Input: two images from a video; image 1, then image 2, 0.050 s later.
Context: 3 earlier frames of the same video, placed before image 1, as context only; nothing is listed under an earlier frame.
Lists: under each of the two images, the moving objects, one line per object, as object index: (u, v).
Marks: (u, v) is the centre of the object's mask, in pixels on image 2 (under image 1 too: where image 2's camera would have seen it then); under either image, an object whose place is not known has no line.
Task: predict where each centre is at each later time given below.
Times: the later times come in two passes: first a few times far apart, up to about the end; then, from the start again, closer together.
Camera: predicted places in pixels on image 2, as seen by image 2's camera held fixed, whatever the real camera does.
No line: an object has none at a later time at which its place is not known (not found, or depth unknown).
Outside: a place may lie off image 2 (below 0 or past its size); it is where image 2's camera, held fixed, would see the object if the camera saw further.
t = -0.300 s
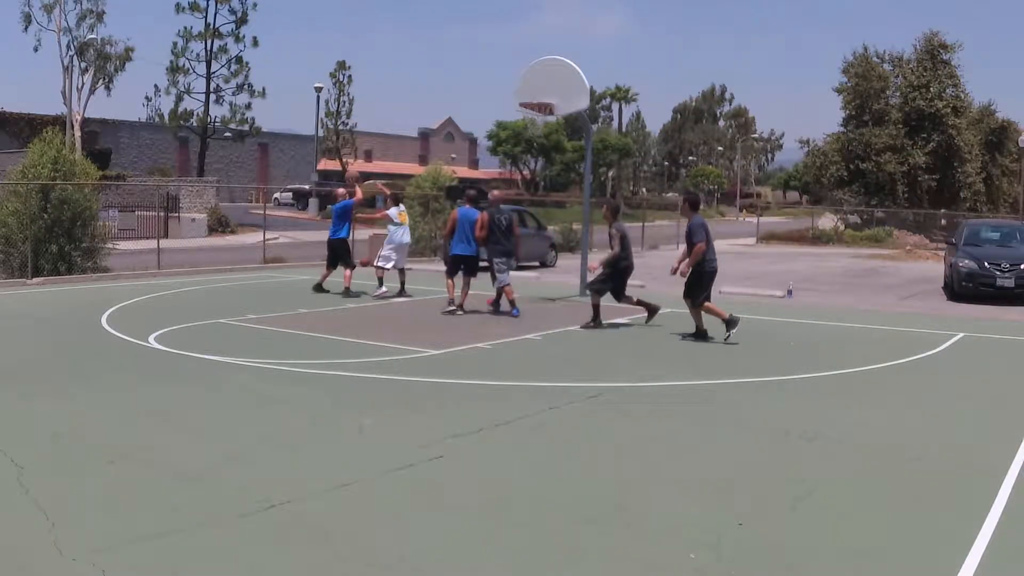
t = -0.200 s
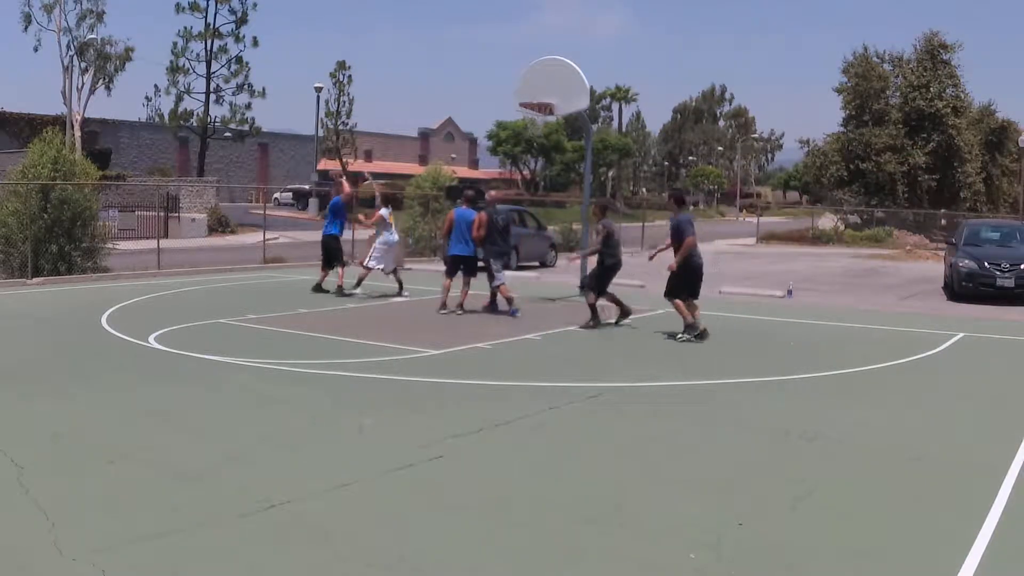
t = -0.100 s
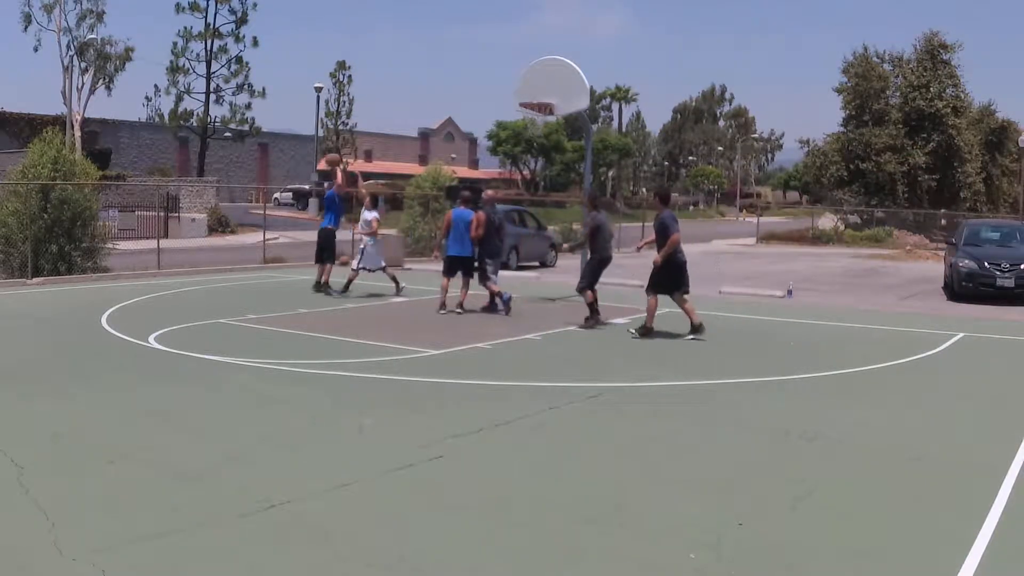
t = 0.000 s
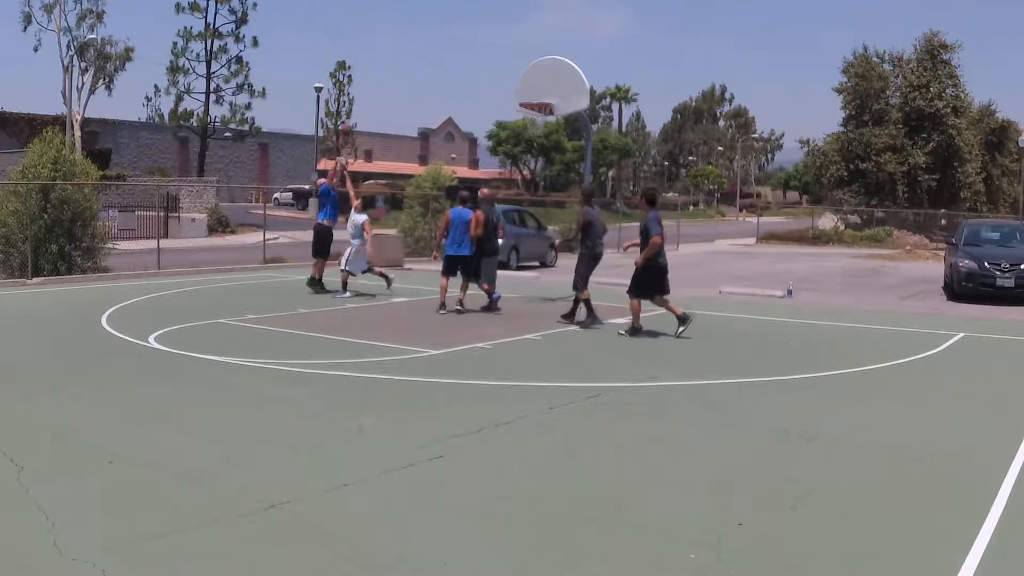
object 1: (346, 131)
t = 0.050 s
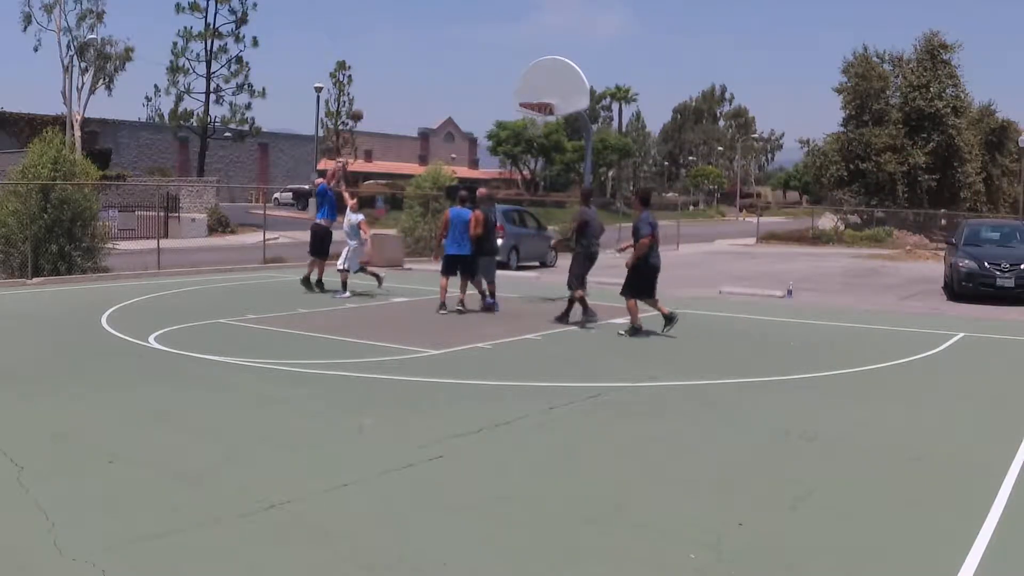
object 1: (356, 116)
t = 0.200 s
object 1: (383, 80)
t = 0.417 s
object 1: (423, 52)
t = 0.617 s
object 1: (460, 51)
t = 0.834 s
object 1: (500, 80)
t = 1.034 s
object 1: (490, 79)
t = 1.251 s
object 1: (441, 66)
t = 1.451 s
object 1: (394, 82)
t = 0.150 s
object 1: (374, 90)
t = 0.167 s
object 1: (377, 86)
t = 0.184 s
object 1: (380, 83)
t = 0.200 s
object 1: (383, 80)
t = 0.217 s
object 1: (386, 76)
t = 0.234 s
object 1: (389, 73)
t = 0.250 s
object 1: (392, 71)
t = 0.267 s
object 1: (395, 68)
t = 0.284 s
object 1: (398, 65)
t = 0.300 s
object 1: (401, 63)
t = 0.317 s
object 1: (404, 61)
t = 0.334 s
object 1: (407, 59)
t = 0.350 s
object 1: (410, 57)
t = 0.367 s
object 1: (413, 55)
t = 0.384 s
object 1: (416, 54)
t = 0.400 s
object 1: (419, 53)
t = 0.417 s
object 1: (423, 52)
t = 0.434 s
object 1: (426, 50)
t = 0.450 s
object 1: (429, 50)
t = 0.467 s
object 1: (432, 49)
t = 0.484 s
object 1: (435, 49)
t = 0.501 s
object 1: (438, 48)
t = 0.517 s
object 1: (441, 48)
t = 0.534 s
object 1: (444, 48)
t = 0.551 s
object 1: (447, 48)
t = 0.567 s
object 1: (450, 49)
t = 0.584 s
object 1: (453, 49)
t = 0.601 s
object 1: (457, 50)
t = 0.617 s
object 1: (460, 51)
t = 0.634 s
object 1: (463, 52)
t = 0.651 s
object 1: (466, 53)
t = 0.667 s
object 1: (469, 55)
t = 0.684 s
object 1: (472, 56)
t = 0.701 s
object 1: (475, 59)
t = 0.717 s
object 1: (478, 60)
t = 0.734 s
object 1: (481, 62)
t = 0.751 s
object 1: (485, 65)
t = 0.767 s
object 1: (488, 67)
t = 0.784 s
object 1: (490, 70)
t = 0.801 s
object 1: (494, 74)
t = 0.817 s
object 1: (497, 77)
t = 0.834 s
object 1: (500, 80)
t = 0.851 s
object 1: (503, 83)
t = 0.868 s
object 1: (506, 87)
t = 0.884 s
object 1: (509, 91)
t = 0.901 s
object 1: (512, 95)
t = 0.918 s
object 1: (514, 98)
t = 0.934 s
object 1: (511, 95)
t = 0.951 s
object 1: (508, 93)
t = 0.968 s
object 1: (504, 89)
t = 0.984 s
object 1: (501, 86)
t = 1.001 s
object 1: (497, 84)
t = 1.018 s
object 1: (493, 81)
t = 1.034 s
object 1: (490, 79)
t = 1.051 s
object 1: (486, 77)
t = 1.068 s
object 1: (482, 75)
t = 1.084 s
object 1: (479, 73)
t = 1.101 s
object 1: (475, 72)
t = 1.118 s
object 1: (471, 70)
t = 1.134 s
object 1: (467, 69)
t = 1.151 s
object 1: (464, 68)
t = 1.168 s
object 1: (460, 67)
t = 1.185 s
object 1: (456, 66)
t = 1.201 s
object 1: (452, 66)
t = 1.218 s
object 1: (449, 65)
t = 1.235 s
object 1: (445, 65)
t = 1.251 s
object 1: (441, 66)
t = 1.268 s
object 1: (437, 66)
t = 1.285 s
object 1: (433, 66)
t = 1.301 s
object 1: (429, 67)
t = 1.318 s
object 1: (426, 68)
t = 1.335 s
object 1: (422, 69)
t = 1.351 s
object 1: (418, 70)
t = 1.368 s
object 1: (414, 72)
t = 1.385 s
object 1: (410, 73)
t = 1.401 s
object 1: (406, 75)
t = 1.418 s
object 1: (402, 77)
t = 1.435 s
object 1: (398, 79)
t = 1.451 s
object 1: (394, 82)
